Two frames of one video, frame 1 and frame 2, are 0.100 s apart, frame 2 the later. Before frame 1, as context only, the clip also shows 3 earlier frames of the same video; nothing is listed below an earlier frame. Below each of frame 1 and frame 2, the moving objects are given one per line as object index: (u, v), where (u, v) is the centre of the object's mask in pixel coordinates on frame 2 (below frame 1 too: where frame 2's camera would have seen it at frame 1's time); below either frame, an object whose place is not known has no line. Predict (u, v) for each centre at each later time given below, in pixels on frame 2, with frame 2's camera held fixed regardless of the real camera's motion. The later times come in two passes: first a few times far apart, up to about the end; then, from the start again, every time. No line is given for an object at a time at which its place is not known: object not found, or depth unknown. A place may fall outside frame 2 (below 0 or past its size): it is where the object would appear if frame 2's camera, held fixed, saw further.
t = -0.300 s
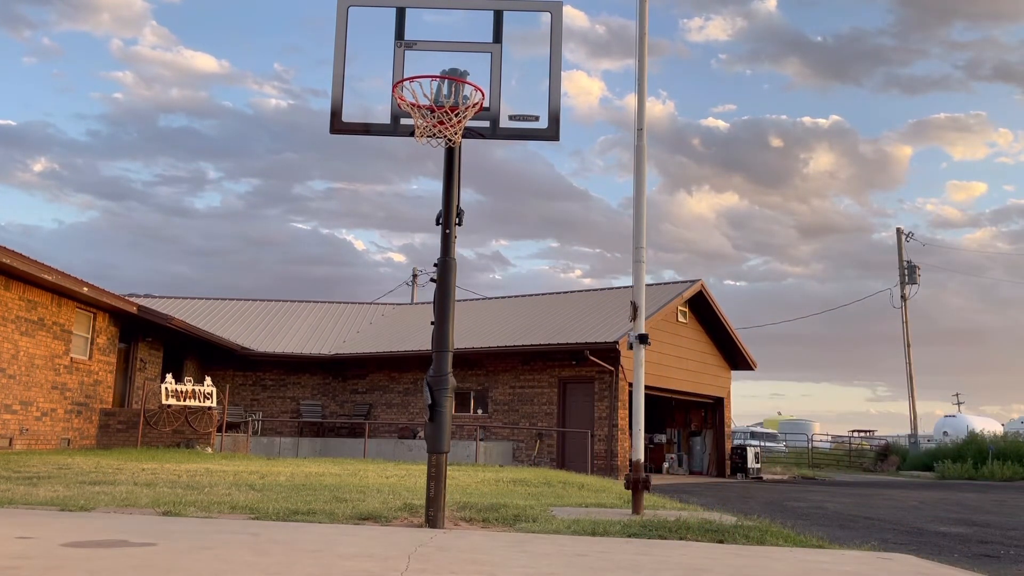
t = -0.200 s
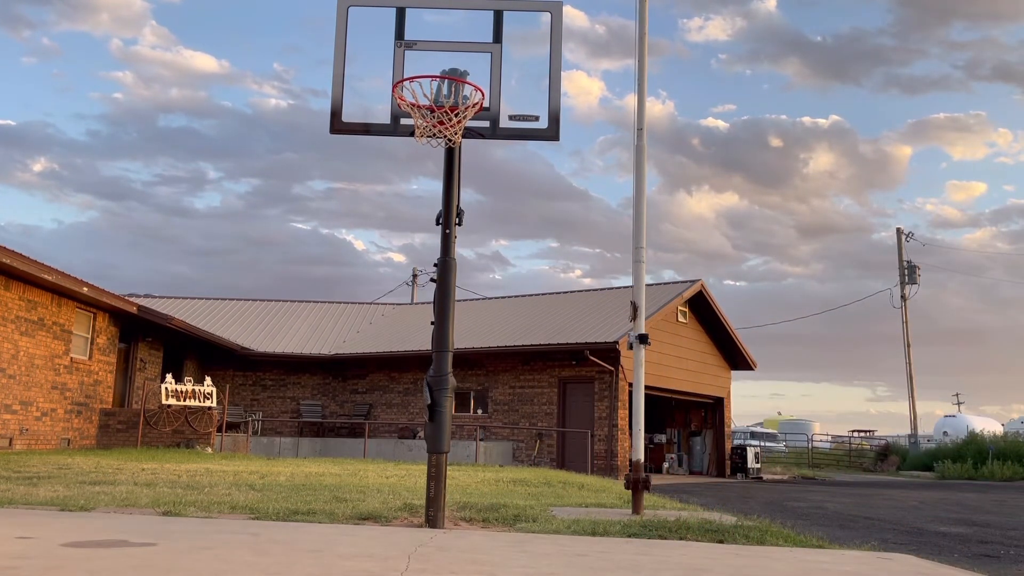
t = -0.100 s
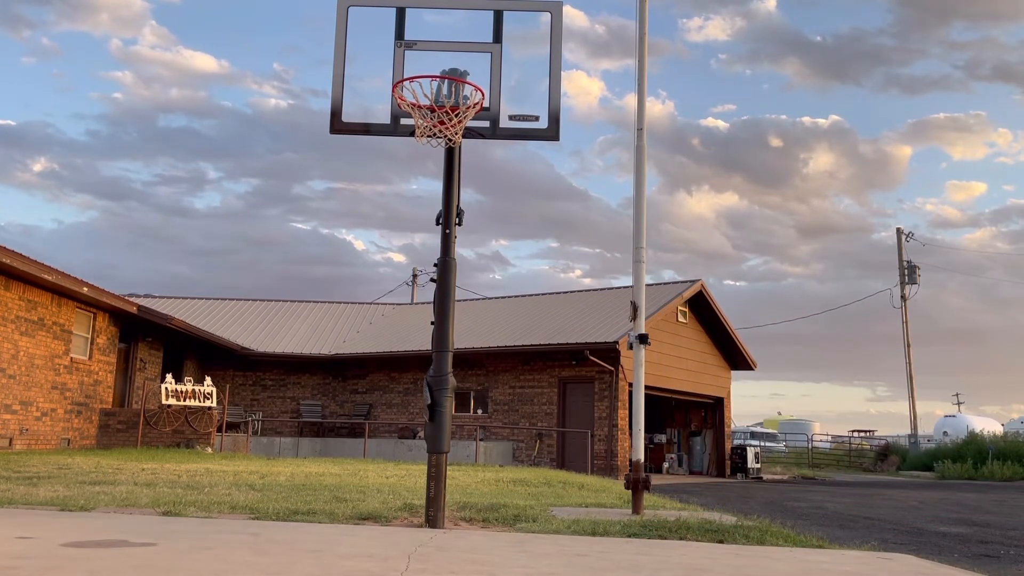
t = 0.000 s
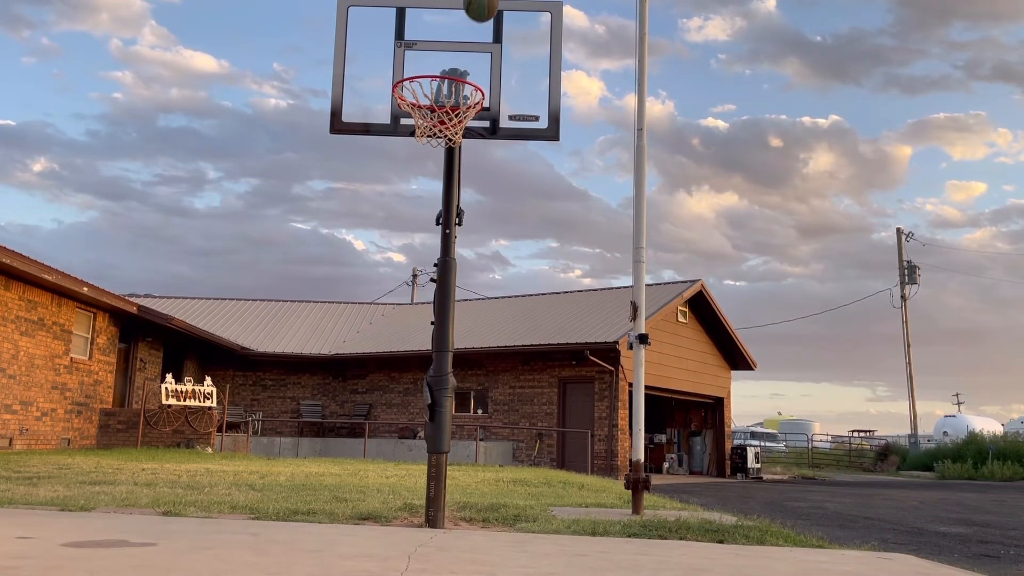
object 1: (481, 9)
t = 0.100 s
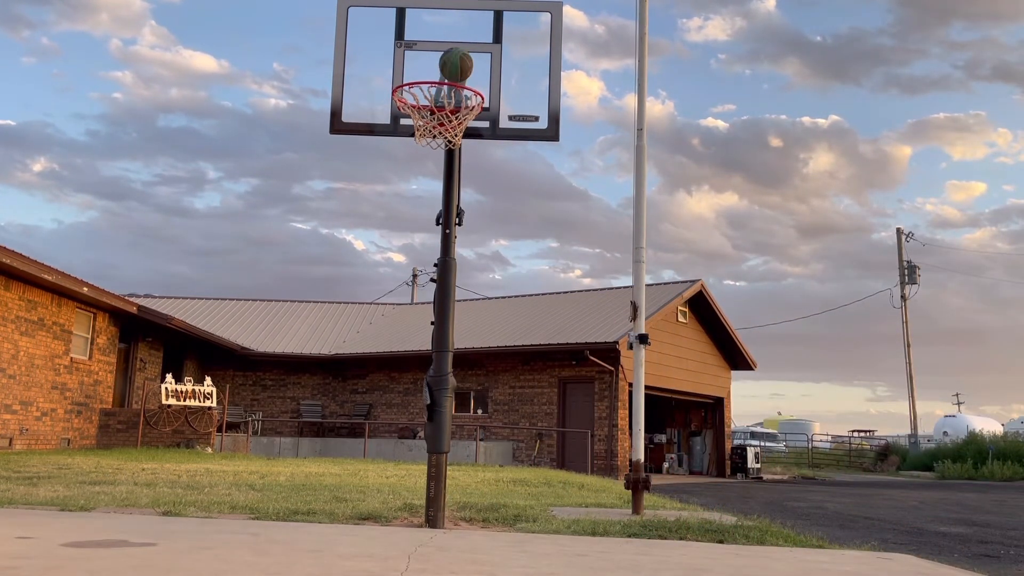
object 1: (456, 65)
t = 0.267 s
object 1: (443, 49)
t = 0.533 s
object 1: (428, 100)
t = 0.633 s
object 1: (434, 117)
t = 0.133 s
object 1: (453, 58)
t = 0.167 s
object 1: (451, 53)
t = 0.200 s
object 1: (448, 49)
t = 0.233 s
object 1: (445, 48)
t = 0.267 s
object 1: (443, 49)
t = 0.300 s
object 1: (440, 52)
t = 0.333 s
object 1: (437, 56)
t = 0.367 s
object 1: (435, 62)
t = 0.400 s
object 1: (432, 72)
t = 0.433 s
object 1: (430, 82)
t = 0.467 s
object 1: (427, 96)
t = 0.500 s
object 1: (427, 99)
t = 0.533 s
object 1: (428, 100)
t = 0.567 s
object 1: (430, 103)
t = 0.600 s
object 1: (431, 109)
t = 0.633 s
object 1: (434, 117)
